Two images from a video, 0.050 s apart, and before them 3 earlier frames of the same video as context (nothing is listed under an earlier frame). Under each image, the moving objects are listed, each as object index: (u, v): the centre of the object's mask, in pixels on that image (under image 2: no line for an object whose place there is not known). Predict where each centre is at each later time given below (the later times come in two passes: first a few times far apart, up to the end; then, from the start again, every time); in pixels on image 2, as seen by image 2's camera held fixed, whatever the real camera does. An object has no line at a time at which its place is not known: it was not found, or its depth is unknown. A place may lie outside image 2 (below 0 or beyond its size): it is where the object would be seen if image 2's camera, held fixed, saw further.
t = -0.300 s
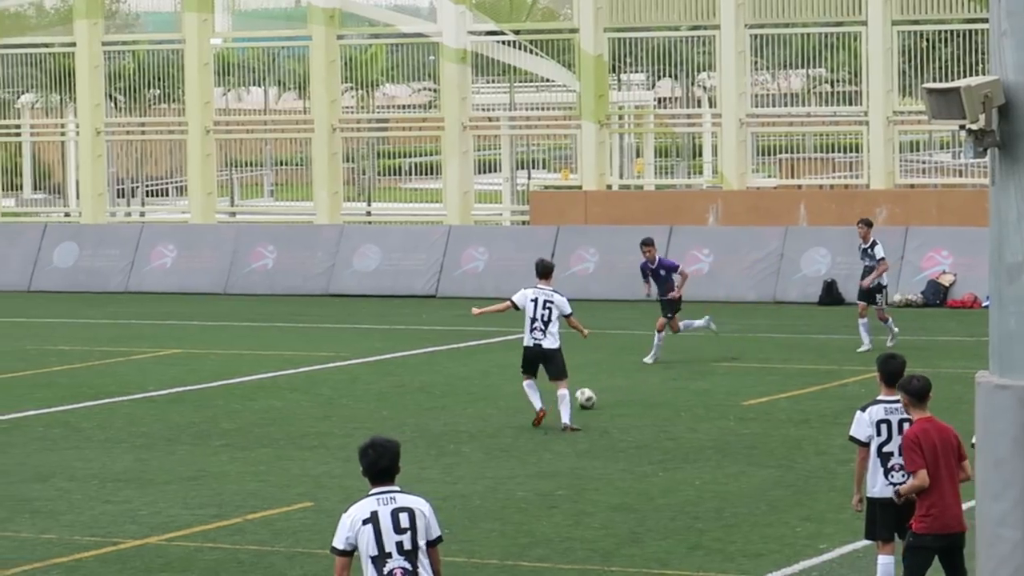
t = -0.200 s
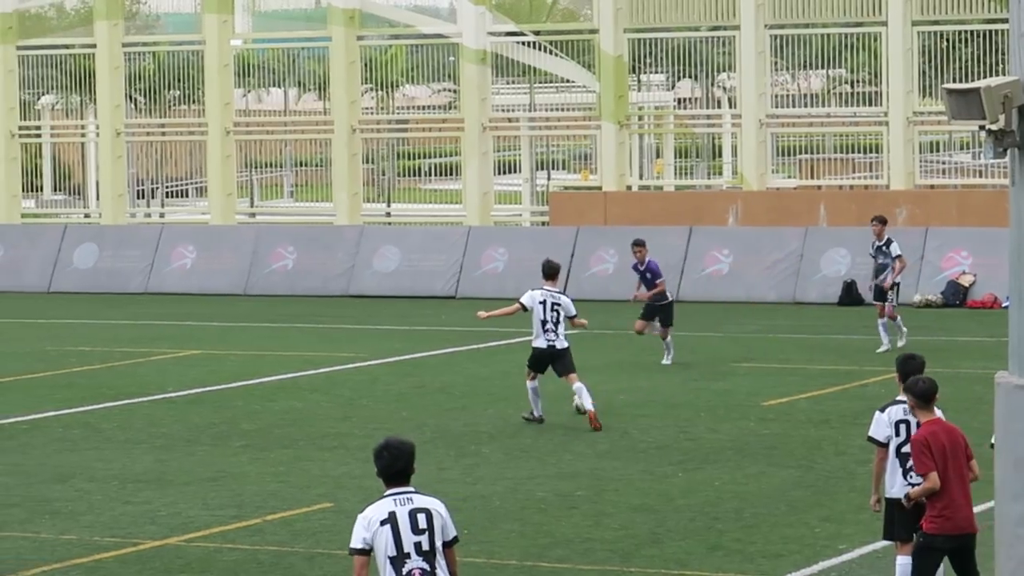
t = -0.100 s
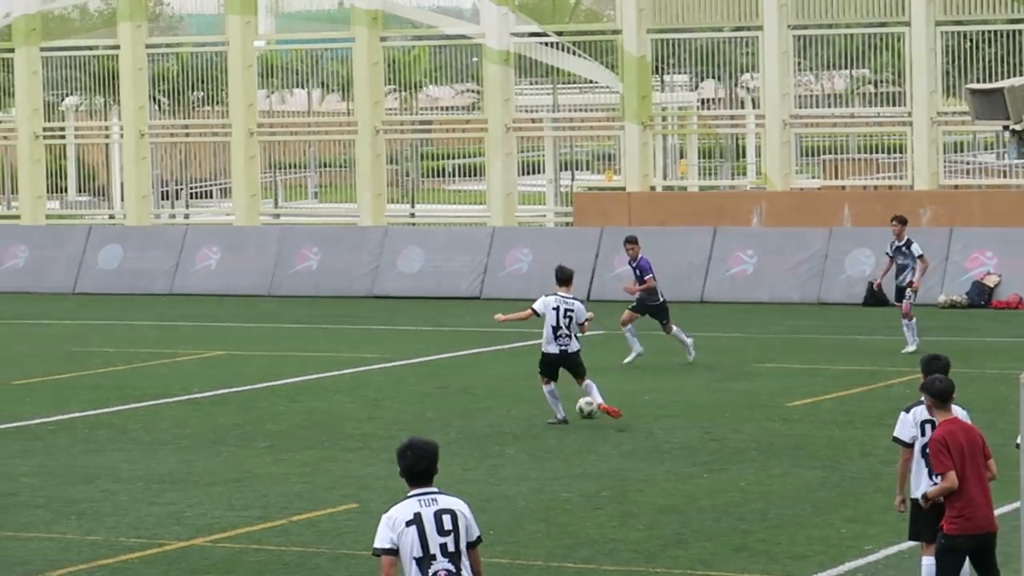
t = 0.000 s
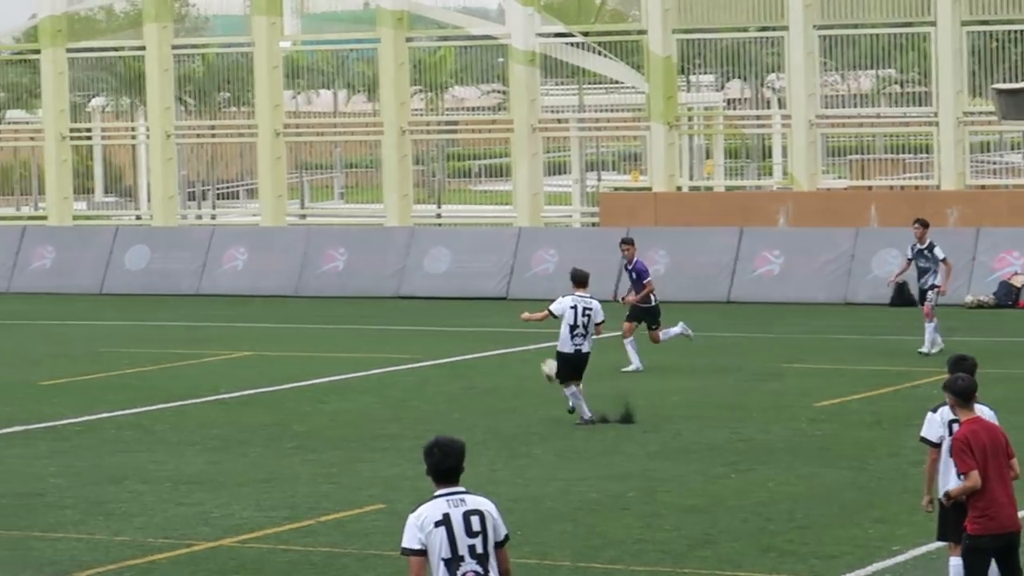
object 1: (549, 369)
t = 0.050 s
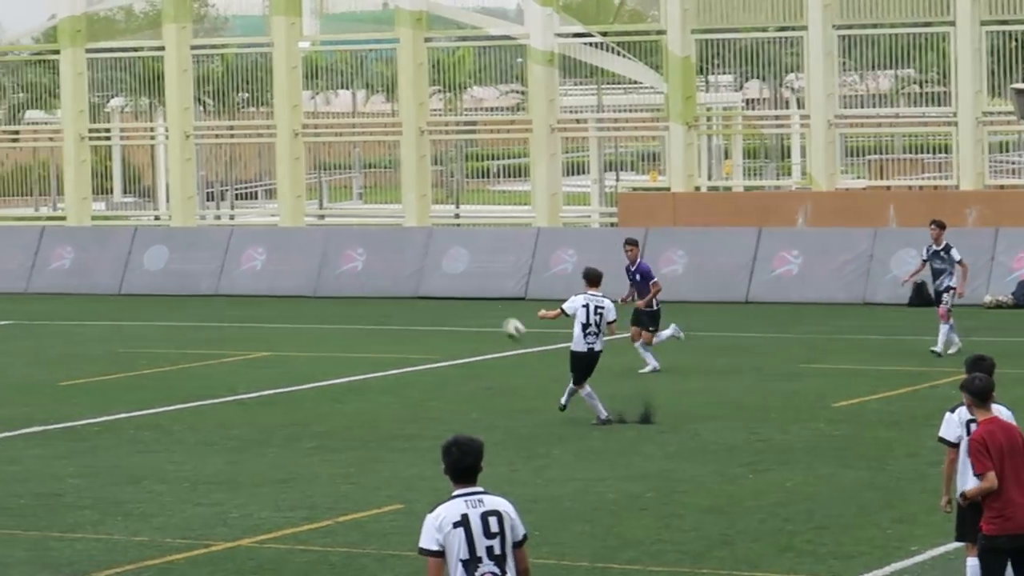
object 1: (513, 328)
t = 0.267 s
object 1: (298, 187)
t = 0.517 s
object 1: (73, 81)
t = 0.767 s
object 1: (-131, 25)
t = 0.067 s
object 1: (496, 316)
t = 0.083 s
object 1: (478, 303)
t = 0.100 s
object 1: (461, 291)
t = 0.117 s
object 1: (444, 280)
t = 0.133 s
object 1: (425, 268)
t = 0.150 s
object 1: (409, 257)
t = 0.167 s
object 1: (392, 246)
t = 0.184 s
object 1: (375, 236)
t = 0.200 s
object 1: (359, 226)
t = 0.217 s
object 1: (346, 216)
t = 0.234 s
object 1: (330, 207)
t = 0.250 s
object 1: (314, 197)
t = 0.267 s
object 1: (298, 187)
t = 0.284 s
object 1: (282, 179)
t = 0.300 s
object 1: (268, 170)
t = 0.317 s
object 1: (251, 161)
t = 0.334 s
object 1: (236, 154)
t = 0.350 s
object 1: (221, 146)
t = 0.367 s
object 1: (206, 139)
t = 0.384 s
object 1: (190, 131)
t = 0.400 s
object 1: (175, 125)
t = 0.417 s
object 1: (160, 117)
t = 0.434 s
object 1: (146, 110)
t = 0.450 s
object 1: (131, 104)
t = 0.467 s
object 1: (116, 98)
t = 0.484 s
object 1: (102, 93)
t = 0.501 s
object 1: (88, 87)
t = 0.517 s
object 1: (73, 81)
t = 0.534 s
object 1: (59, 76)
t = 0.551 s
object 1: (46, 71)
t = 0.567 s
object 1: (32, 66)
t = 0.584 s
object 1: (17, 62)
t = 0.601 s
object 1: (3, 57)
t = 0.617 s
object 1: (-10, 53)
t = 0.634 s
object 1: (-24, 49)
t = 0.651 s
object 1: (-38, 45)
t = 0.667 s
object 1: (-51, 41)
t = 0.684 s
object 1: (-65, 38)
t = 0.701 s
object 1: (-78, 35)
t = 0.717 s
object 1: (-91, 32)
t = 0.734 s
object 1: (-104, 30)
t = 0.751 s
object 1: (-118, 27)
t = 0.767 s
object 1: (-131, 25)
